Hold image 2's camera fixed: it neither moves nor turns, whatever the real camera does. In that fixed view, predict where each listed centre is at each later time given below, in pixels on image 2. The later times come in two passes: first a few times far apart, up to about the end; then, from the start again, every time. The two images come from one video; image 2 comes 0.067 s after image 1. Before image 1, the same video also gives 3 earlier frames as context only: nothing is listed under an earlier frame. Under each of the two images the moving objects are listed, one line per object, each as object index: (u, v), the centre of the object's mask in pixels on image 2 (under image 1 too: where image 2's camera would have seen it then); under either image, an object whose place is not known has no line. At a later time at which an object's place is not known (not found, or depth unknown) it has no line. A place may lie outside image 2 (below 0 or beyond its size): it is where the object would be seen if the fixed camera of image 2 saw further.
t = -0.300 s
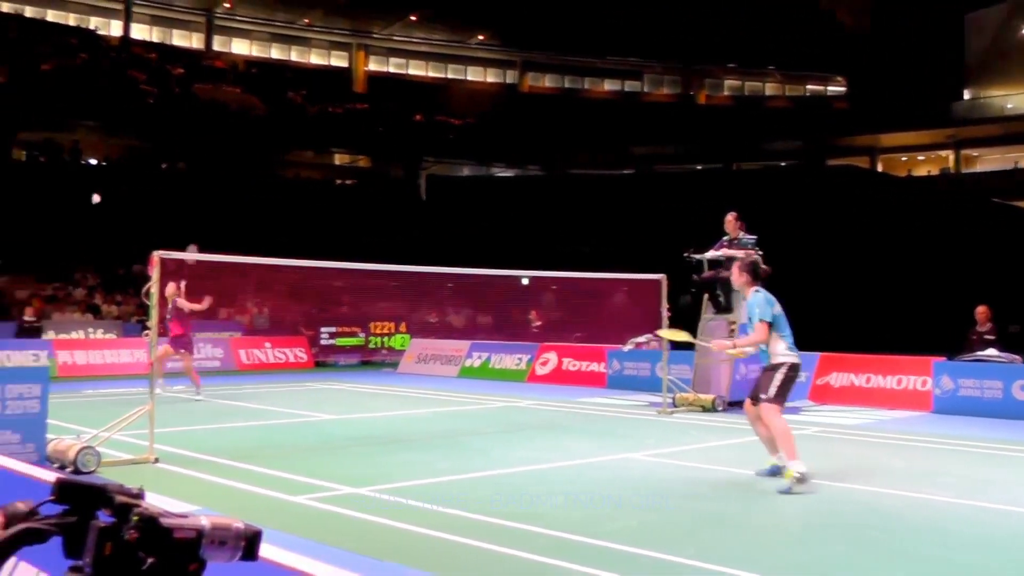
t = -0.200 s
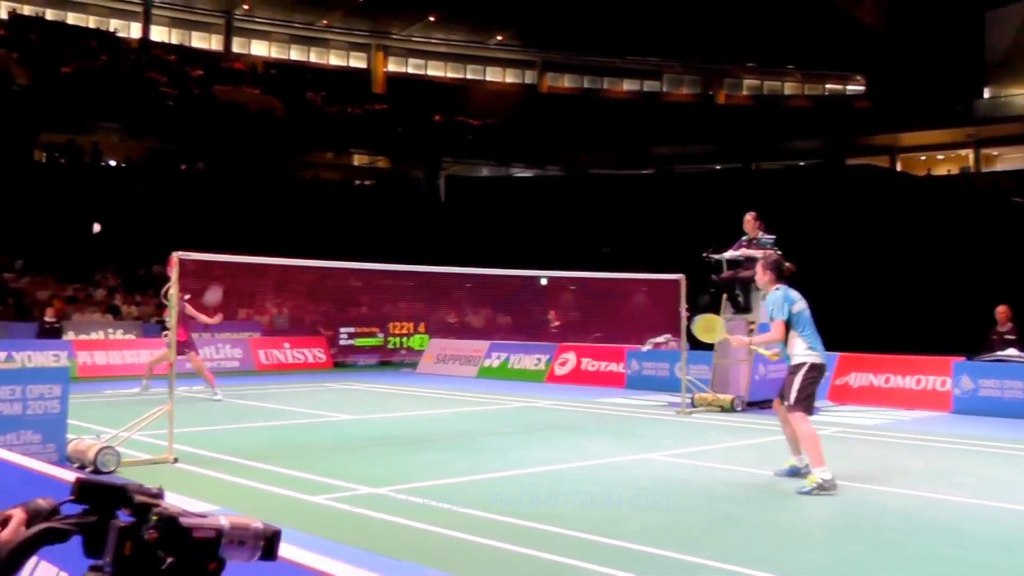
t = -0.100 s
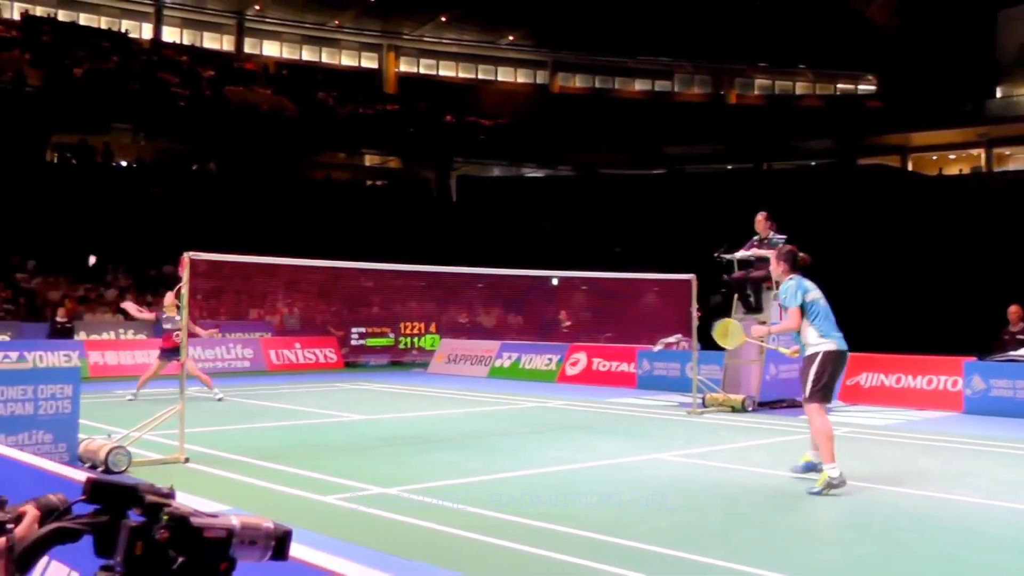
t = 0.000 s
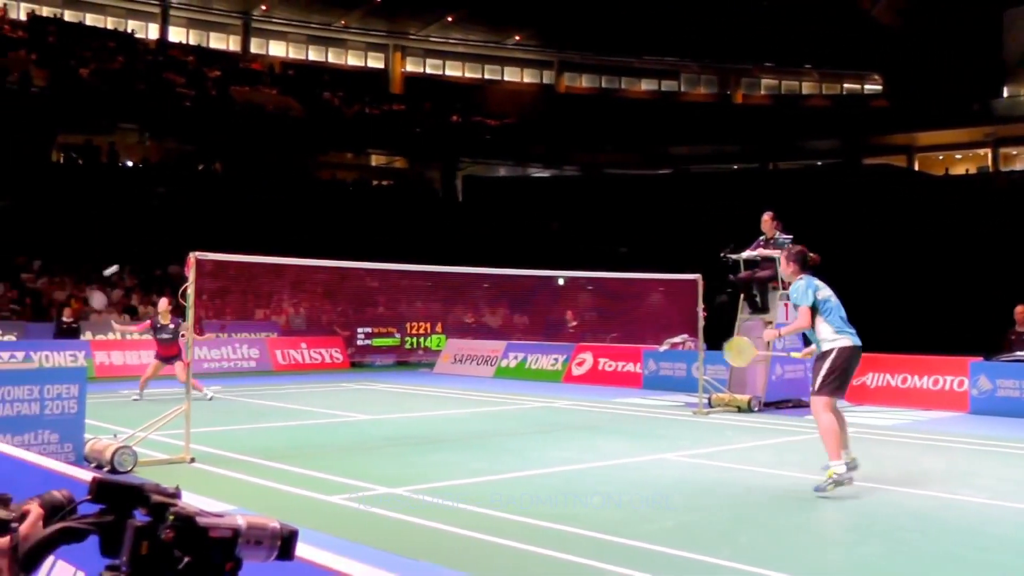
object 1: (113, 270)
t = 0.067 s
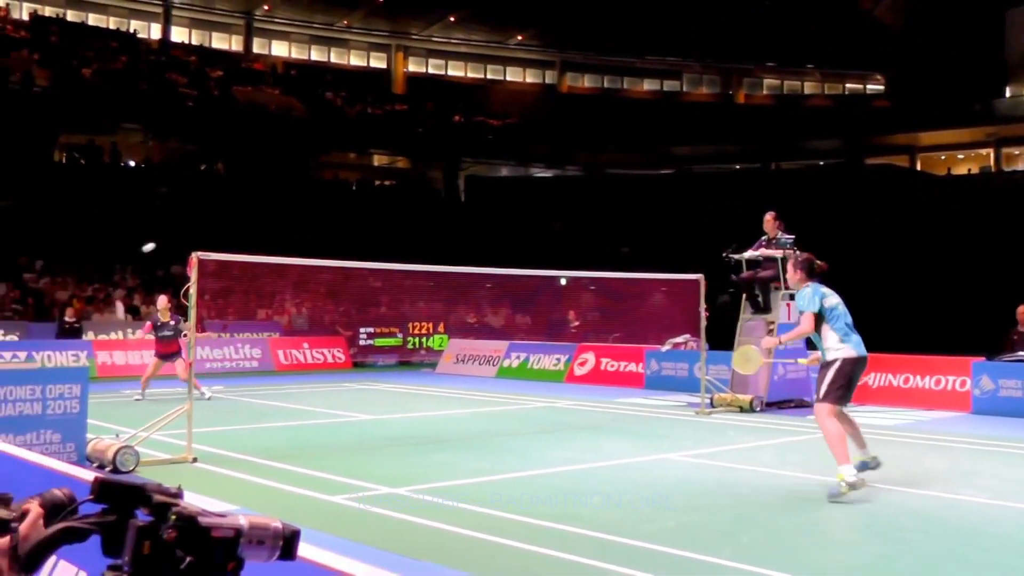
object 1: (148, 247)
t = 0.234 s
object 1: (224, 222)
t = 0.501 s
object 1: (324, 241)
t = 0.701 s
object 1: (390, 309)
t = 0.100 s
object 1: (164, 240)
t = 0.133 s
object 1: (180, 234)
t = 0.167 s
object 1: (196, 229)
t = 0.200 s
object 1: (210, 225)
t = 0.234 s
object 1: (224, 222)
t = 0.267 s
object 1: (238, 220)
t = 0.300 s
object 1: (251, 219)
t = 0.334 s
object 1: (264, 219)
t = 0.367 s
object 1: (276, 221)
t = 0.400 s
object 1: (288, 224)
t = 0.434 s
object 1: (300, 229)
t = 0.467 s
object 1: (312, 234)
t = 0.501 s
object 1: (324, 241)
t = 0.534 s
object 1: (335, 249)
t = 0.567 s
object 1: (346, 257)
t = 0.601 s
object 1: (358, 269)
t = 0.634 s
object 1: (369, 281)
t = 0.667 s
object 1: (380, 295)
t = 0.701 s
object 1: (390, 309)
